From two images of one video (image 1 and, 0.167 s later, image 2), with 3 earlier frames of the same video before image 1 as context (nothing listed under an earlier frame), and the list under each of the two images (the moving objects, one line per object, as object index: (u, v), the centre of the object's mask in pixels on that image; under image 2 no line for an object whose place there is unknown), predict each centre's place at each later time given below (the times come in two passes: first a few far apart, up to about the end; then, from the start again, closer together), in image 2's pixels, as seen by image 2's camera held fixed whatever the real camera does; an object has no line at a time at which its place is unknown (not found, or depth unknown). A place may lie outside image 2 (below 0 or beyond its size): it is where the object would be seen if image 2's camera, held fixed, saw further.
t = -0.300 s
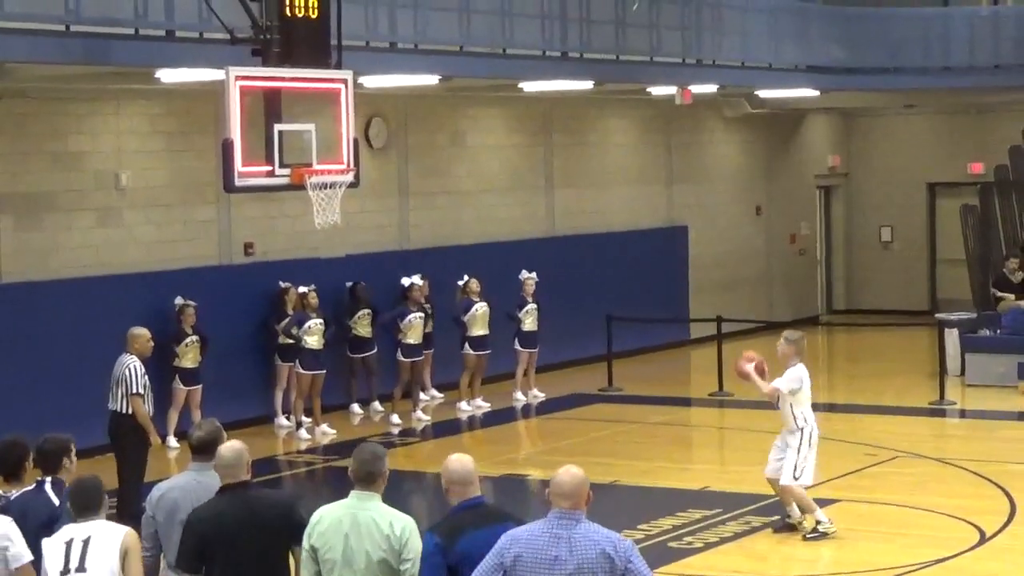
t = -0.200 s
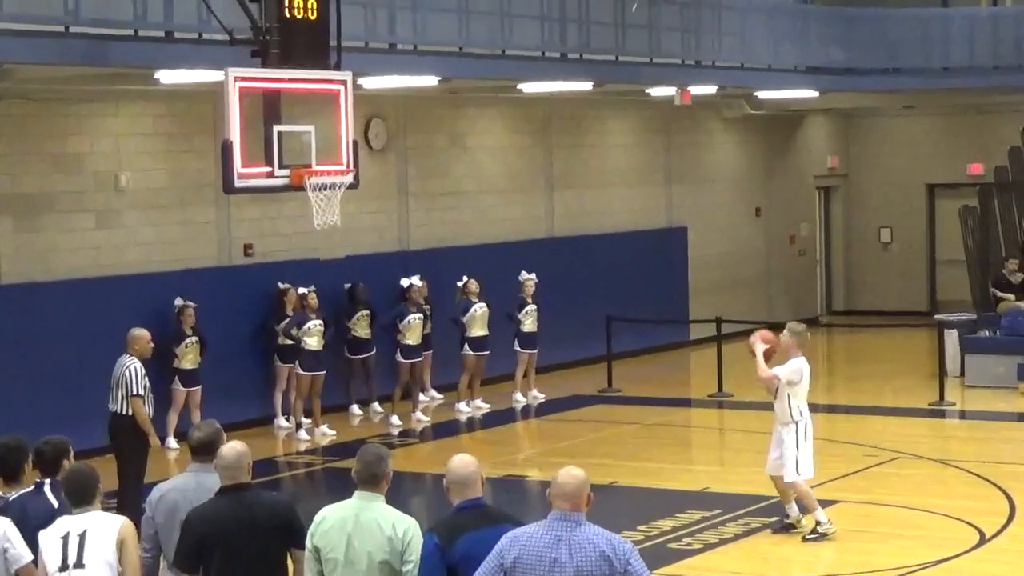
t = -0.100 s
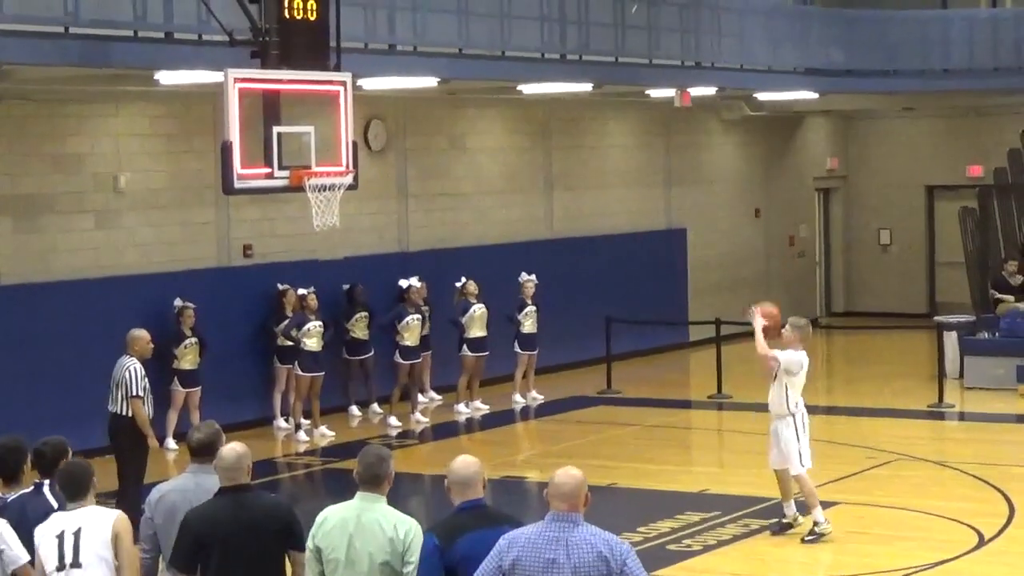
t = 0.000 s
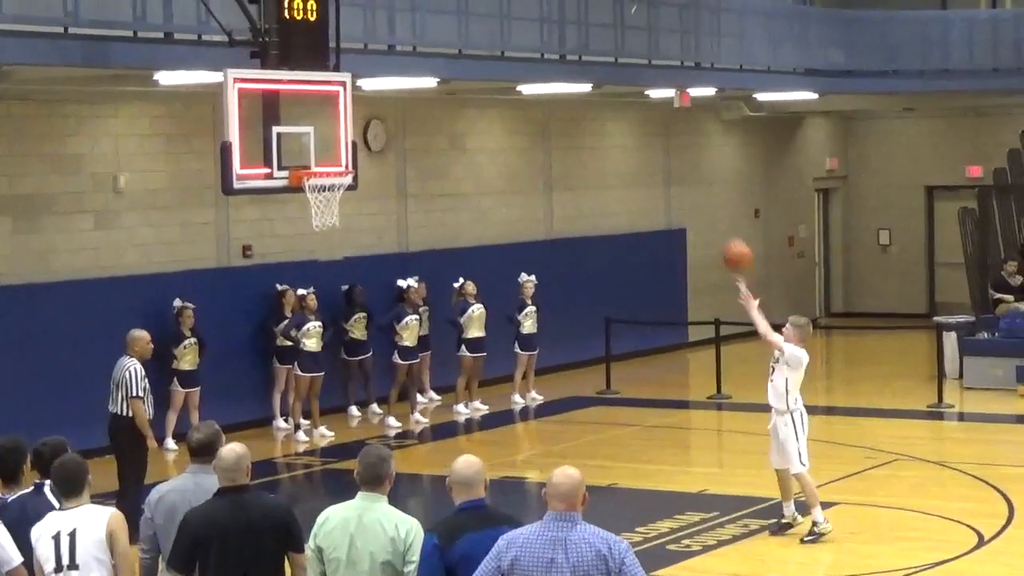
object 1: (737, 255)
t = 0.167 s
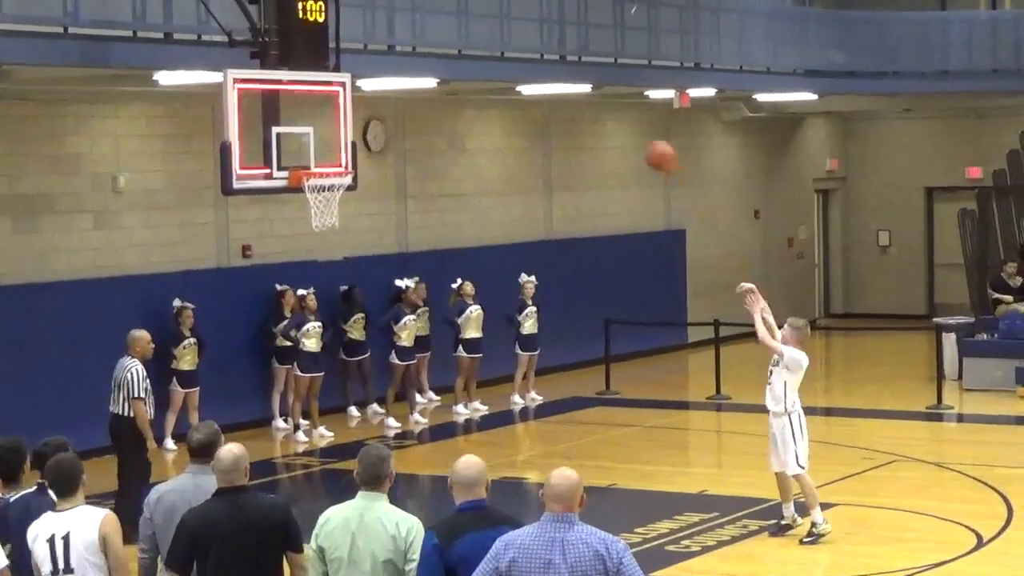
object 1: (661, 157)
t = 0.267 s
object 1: (615, 112)
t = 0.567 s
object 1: (495, 56)
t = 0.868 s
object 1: (382, 102)
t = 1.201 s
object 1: (314, 231)
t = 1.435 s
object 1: (323, 355)
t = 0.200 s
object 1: (645, 140)
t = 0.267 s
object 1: (615, 112)
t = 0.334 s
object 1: (589, 92)
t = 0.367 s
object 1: (574, 80)
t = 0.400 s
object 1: (562, 73)
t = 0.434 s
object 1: (547, 68)
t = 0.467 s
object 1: (535, 63)
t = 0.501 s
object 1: (521, 59)
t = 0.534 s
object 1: (508, 57)
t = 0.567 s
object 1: (495, 56)
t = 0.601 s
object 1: (482, 56)
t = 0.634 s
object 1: (469, 57)
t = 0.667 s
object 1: (457, 60)
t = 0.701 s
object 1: (444, 63)
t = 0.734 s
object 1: (430, 68)
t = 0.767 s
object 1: (419, 74)
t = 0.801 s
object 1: (406, 82)
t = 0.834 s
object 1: (393, 92)
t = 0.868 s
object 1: (382, 102)
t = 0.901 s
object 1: (372, 110)
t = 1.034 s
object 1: (328, 162)
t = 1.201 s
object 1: (314, 231)
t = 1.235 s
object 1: (315, 246)
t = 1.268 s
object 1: (317, 263)
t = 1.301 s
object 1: (317, 277)
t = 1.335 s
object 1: (320, 294)
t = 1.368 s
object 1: (321, 312)
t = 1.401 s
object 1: (322, 334)
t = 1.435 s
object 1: (323, 355)
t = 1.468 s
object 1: (322, 375)
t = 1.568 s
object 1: (324, 450)
